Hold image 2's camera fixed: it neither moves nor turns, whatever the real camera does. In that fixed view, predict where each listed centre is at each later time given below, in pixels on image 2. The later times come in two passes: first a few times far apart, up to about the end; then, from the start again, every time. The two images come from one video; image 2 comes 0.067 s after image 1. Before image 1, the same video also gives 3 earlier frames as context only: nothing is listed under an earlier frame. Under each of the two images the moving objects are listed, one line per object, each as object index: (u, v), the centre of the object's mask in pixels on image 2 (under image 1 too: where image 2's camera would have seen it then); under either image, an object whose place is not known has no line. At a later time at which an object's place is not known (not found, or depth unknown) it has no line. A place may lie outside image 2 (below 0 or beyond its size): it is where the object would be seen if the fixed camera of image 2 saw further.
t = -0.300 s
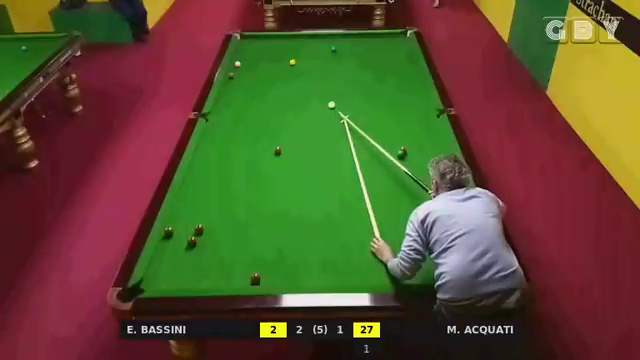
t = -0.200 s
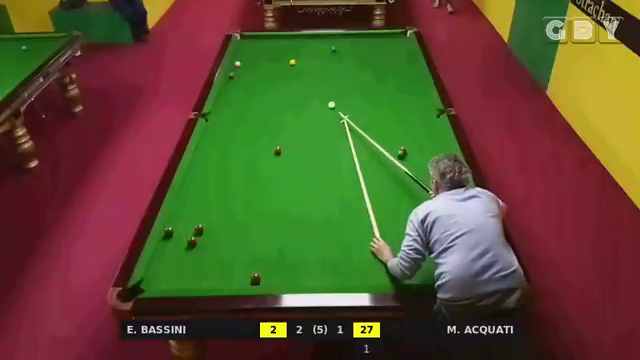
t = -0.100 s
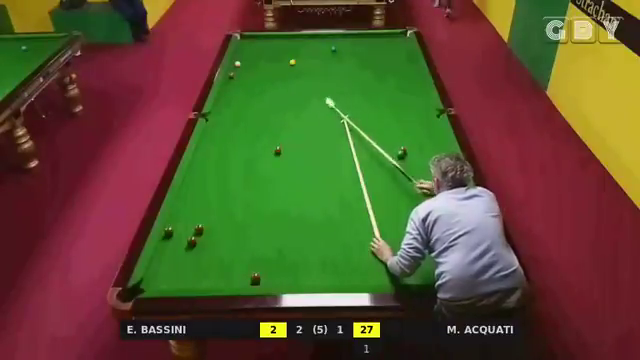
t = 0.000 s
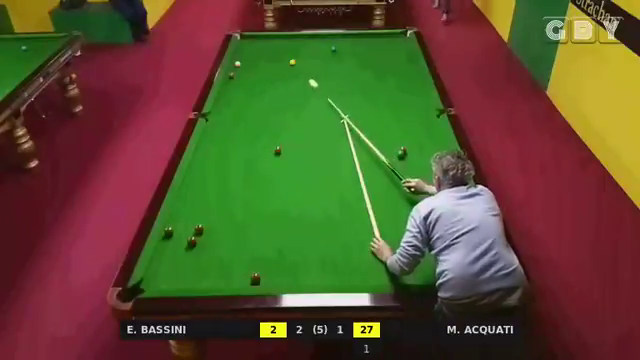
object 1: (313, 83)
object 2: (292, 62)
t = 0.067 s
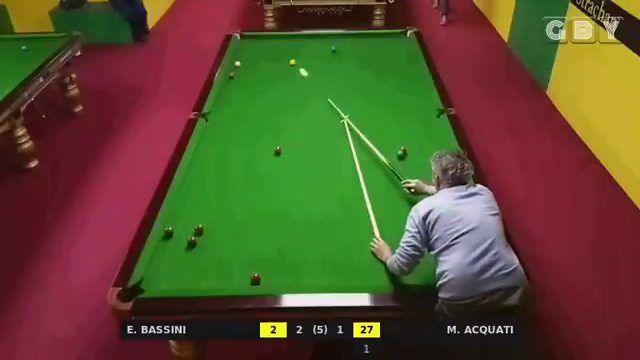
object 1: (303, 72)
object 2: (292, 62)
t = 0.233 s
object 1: (302, 60)
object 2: (273, 51)
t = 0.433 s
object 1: (311, 55)
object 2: (245, 36)
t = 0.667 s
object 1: (320, 49)
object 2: (261, 39)
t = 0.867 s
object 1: (327, 44)
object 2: (281, 40)
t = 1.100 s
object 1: (335, 39)
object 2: (305, 42)
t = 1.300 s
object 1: (341, 35)
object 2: (324, 43)
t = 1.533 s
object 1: (347, 37)
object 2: (347, 44)
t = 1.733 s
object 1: (352, 39)
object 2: (367, 45)
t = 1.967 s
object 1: (357, 41)
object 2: (390, 47)
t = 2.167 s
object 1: (361, 43)
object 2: (409, 48)
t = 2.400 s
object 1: (366, 46)
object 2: (397, 49)
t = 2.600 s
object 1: (370, 48)
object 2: (386, 50)
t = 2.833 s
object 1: (371, 49)
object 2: (378, 51)
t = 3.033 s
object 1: (366, 50)
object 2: (377, 53)
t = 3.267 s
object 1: (361, 50)
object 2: (376, 55)
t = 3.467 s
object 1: (358, 51)
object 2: (375, 57)
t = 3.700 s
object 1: (354, 50)
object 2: (374, 59)
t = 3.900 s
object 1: (351, 51)
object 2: (373, 60)
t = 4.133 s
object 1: (349, 51)
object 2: (373, 62)
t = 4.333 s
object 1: (347, 51)
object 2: (372, 63)
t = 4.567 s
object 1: (346, 52)
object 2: (372, 64)
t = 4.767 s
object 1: (345, 52)
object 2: (372, 65)
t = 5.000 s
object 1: (345, 52)
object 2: (371, 65)
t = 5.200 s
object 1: (345, 52)
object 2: (371, 66)
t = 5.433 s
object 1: (345, 51)
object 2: (371, 66)
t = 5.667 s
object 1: (345, 51)
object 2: (371, 66)
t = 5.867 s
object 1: (345, 51)
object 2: (371, 66)
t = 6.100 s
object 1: (345, 51)
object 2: (371, 66)
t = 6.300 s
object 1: (345, 51)
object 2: (371, 66)
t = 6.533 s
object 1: (345, 51)
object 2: (371, 66)
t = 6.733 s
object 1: (345, 51)
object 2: (371, 66)
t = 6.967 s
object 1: (345, 51)
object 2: (371, 66)
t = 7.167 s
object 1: (345, 52)
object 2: (371, 66)
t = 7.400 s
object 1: (345, 52)
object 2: (371, 66)
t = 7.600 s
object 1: (345, 52)
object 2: (371, 66)
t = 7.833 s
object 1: (345, 52)
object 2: (371, 66)
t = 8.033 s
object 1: (345, 52)
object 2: (371, 66)
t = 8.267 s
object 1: (345, 52)
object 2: (371, 66)
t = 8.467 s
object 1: (345, 52)
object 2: (371, 66)
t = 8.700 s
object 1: (345, 52)
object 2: (371, 66)
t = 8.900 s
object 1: (345, 52)
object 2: (371, 66)
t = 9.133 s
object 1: (345, 52)
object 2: (371, 66)
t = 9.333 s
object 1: (345, 51)
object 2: (370, 66)
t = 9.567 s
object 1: (345, 51)
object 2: (371, 66)
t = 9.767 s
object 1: (345, 52)
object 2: (371, 66)
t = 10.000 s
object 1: (345, 52)
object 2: (371, 66)
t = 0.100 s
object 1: (299, 67)
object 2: (292, 62)
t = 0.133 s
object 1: (296, 63)
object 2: (290, 60)
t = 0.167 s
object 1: (298, 62)
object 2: (284, 57)
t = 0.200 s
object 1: (300, 61)
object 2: (278, 54)
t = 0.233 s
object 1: (302, 60)
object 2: (273, 51)
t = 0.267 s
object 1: (303, 59)
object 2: (268, 48)
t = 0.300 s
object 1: (305, 58)
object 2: (263, 45)
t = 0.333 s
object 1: (306, 57)
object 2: (258, 43)
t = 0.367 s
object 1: (308, 56)
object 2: (253, 40)
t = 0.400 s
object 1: (309, 56)
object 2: (249, 38)
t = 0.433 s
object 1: (311, 55)
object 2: (245, 36)
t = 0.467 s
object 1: (312, 54)
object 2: (241, 37)
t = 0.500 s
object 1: (313, 53)
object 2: (243, 37)
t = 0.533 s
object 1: (315, 52)
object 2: (247, 37)
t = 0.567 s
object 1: (316, 51)
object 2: (251, 38)
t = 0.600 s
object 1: (317, 51)
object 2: (254, 38)
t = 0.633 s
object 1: (319, 49)
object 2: (257, 38)
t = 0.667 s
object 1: (320, 49)
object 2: (261, 39)
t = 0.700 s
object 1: (321, 48)
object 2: (264, 39)
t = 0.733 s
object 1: (322, 47)
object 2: (267, 40)
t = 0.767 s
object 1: (324, 46)
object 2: (271, 39)
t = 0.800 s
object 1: (325, 45)
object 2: (274, 40)
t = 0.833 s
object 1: (326, 45)
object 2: (278, 40)
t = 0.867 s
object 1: (327, 44)
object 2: (281, 40)
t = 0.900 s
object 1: (329, 43)
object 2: (284, 40)
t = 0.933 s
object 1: (330, 42)
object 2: (288, 40)
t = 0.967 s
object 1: (331, 41)
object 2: (291, 41)
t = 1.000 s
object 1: (332, 41)
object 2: (294, 41)
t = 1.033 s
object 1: (333, 40)
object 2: (298, 41)
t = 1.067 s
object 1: (334, 40)
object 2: (301, 41)
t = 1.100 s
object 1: (335, 39)
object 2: (305, 42)
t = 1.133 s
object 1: (336, 38)
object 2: (308, 42)
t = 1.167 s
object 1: (337, 38)
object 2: (311, 42)
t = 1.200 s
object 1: (339, 37)
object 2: (315, 43)
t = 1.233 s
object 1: (340, 36)
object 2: (318, 43)
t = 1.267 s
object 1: (341, 35)
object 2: (321, 43)
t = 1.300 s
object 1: (341, 35)
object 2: (324, 43)
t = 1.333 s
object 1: (343, 35)
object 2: (328, 43)
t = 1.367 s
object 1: (343, 35)
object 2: (331, 44)
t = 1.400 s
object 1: (344, 35)
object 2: (334, 43)
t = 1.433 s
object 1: (345, 35)
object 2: (338, 44)
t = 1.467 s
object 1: (346, 36)
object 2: (341, 44)
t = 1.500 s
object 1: (347, 36)
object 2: (344, 44)
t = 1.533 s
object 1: (347, 37)
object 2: (347, 44)
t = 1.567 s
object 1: (348, 37)
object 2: (351, 45)
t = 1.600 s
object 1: (349, 37)
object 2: (354, 44)
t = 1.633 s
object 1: (350, 38)
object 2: (357, 44)
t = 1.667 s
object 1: (350, 38)
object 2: (360, 45)
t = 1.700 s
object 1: (351, 38)
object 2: (364, 45)
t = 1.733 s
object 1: (352, 39)
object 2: (367, 45)
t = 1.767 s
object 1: (353, 39)
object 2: (370, 46)
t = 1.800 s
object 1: (354, 40)
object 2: (373, 46)
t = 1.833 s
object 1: (355, 40)
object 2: (377, 46)
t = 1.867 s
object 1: (355, 40)
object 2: (380, 46)
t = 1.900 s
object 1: (356, 41)
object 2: (383, 46)
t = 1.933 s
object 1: (357, 41)
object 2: (386, 47)
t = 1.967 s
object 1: (357, 41)
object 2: (390, 47)
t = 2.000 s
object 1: (358, 42)
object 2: (393, 47)
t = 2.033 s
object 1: (359, 42)
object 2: (396, 47)
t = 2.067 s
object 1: (359, 43)
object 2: (399, 47)
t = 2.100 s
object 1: (360, 43)
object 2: (402, 47)
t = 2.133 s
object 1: (361, 43)
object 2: (406, 48)
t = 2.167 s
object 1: (361, 43)
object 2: (409, 48)
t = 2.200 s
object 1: (362, 44)
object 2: (409, 48)
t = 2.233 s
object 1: (363, 44)
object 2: (406, 48)
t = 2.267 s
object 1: (364, 45)
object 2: (404, 48)
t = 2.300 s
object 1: (364, 45)
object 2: (402, 48)
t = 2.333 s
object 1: (365, 45)
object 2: (401, 49)
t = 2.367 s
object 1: (366, 46)
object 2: (399, 49)
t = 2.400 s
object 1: (366, 46)
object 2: (397, 49)
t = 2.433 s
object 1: (367, 46)
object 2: (395, 49)
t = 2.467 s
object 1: (368, 47)
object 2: (393, 49)
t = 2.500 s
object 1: (368, 47)
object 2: (392, 49)
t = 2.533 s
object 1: (369, 47)
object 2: (390, 49)
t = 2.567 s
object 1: (369, 47)
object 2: (388, 50)
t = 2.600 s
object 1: (370, 48)
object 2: (386, 50)
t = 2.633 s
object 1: (370, 48)
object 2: (385, 50)
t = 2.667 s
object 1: (371, 49)
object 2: (383, 50)
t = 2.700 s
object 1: (372, 49)
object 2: (381, 50)
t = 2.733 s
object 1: (372, 49)
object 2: (380, 50)
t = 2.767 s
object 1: (373, 49)
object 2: (378, 51)
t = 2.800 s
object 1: (372, 49)
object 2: (378, 51)
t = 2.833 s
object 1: (371, 49)
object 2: (378, 51)
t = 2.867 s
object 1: (370, 49)
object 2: (378, 52)
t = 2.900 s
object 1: (369, 50)
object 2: (378, 52)
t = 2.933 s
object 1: (368, 50)
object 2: (377, 52)
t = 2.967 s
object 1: (368, 50)
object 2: (377, 53)
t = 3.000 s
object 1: (367, 50)
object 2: (377, 53)
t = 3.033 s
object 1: (366, 50)
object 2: (377, 53)
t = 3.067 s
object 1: (365, 50)
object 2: (377, 54)
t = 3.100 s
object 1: (365, 50)
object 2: (377, 54)
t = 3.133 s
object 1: (364, 50)
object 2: (377, 54)
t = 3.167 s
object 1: (363, 50)
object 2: (376, 55)
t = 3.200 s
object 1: (363, 50)
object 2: (376, 55)
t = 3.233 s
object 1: (362, 50)
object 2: (376, 55)
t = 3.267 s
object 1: (361, 50)
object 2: (376, 55)
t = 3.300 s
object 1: (361, 50)
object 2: (376, 56)
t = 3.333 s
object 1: (360, 50)
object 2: (376, 56)
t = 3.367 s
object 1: (359, 50)
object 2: (375, 56)
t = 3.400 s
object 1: (359, 50)
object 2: (375, 56)
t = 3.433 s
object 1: (358, 51)
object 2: (375, 57)
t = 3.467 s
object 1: (358, 51)
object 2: (375, 57)
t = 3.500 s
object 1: (357, 50)
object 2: (375, 57)
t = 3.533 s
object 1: (357, 51)
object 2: (375, 58)
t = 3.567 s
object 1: (356, 50)
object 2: (375, 58)
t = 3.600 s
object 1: (356, 50)
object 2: (375, 58)
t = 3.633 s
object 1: (355, 50)
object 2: (374, 58)
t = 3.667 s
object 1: (355, 51)
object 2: (374, 59)
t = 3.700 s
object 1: (354, 50)
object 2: (374, 59)
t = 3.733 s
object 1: (353, 51)
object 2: (374, 59)
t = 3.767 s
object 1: (353, 51)
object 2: (374, 60)
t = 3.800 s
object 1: (352, 51)
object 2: (374, 60)
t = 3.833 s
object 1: (352, 51)
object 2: (374, 60)
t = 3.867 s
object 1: (351, 51)
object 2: (374, 60)
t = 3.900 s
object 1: (351, 51)
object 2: (373, 60)
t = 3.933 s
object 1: (351, 51)
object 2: (373, 60)
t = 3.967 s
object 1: (350, 51)
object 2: (373, 61)
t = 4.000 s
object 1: (350, 51)
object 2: (373, 61)
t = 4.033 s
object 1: (350, 51)
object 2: (373, 61)
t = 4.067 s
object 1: (350, 51)
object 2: (373, 61)
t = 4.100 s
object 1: (349, 51)
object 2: (373, 62)
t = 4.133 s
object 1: (349, 51)
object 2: (373, 62)
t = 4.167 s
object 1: (349, 51)
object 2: (373, 62)
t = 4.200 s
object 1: (348, 51)
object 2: (373, 62)
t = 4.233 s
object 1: (348, 51)
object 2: (373, 62)
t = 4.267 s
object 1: (348, 51)
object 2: (373, 62)
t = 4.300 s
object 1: (347, 51)
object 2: (372, 62)
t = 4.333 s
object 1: (347, 51)
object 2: (372, 63)
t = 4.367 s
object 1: (347, 51)
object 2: (372, 63)
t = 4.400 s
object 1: (347, 51)
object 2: (372, 64)
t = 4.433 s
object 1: (346, 51)
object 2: (372, 64)
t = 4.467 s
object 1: (346, 51)
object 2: (372, 64)
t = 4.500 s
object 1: (346, 52)
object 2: (372, 64)
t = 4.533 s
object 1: (346, 51)
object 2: (372, 64)
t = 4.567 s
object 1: (346, 52)
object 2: (372, 64)
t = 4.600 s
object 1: (346, 52)
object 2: (372, 64)
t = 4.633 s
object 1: (345, 51)
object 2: (372, 64)
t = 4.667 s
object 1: (345, 51)
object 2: (372, 65)
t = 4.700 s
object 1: (345, 51)
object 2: (372, 65)
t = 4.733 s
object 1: (345, 52)
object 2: (372, 65)
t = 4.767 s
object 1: (345, 52)
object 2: (372, 65)
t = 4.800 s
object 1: (345, 52)
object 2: (372, 65)
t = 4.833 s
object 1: (345, 52)
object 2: (371, 65)
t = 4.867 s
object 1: (345, 52)
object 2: (371, 65)
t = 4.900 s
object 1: (345, 52)
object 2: (371, 65)
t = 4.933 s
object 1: (345, 52)
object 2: (371, 65)
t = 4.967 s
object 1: (345, 52)
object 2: (371, 65)
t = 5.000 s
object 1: (345, 52)
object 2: (371, 65)
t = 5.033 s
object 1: (345, 52)
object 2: (371, 65)
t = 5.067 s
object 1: (345, 52)
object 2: (371, 66)
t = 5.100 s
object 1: (345, 52)
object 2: (371, 66)
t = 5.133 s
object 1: (345, 52)
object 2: (371, 66)
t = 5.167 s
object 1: (345, 52)
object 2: (371, 66)
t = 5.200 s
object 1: (345, 52)
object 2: (371, 66)
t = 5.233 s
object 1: (345, 52)
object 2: (371, 66)
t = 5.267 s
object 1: (345, 52)
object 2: (371, 66)
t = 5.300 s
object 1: (345, 52)
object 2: (371, 66)
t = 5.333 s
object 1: (345, 51)
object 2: (371, 66)
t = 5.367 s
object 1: (345, 51)
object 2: (371, 66)
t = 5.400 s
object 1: (345, 52)
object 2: (371, 66)
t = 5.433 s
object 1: (345, 51)
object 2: (371, 66)
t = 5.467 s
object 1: (345, 51)
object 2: (371, 66)
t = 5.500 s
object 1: (345, 51)
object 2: (371, 66)
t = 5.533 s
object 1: (345, 51)
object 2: (371, 66)
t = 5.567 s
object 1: (345, 51)
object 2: (371, 66)
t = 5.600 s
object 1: (345, 51)
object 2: (371, 66)
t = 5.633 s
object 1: (345, 51)
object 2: (371, 66)
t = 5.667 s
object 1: (345, 51)
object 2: (371, 66)
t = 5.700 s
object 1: (345, 51)
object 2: (371, 66)
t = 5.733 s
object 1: (345, 51)
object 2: (371, 66)
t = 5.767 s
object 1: (345, 51)
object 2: (371, 66)
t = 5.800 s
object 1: (345, 51)
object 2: (371, 66)
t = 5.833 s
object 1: (345, 51)
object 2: (371, 66)
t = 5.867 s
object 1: (345, 51)
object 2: (371, 66)
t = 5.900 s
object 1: (345, 51)
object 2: (371, 66)
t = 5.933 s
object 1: (345, 51)
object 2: (371, 66)
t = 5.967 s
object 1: (345, 51)
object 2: (371, 66)
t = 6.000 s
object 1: (345, 51)
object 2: (371, 66)
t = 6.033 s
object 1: (345, 52)
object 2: (371, 66)
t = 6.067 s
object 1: (345, 51)
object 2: (371, 66)
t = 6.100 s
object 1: (345, 51)
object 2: (371, 66)
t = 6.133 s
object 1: (345, 51)
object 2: (371, 66)
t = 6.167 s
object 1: (345, 52)
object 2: (371, 66)
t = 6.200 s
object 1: (345, 51)
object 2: (371, 66)
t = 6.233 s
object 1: (345, 51)
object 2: (371, 66)
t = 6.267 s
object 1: (345, 51)
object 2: (371, 66)
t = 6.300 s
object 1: (345, 51)
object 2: (371, 66)
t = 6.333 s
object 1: (345, 51)
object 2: (371, 66)
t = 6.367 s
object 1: (345, 51)
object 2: (371, 66)
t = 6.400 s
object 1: (345, 51)
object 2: (371, 66)
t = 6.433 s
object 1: (345, 51)
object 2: (371, 66)
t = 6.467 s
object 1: (345, 51)
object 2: (371, 66)
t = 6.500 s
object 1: (345, 51)
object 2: (371, 66)
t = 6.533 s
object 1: (345, 51)
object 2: (371, 66)
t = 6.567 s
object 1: (345, 51)
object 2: (371, 66)
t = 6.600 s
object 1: (345, 51)
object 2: (371, 66)
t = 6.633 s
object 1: (345, 51)
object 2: (371, 66)
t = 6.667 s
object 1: (345, 51)
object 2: (371, 66)
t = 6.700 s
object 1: (345, 51)
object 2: (371, 66)
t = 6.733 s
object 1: (345, 51)
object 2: (371, 66)
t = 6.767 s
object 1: (345, 51)
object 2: (371, 66)
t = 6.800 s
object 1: (345, 51)
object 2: (371, 66)
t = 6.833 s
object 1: (345, 51)
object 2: (371, 66)
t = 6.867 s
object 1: (345, 51)
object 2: (371, 66)
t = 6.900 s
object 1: (345, 51)
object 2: (371, 66)
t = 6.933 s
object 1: (345, 51)
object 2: (371, 66)
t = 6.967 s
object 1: (345, 51)
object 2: (371, 66)
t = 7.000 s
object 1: (345, 52)
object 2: (371, 66)
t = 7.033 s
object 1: (345, 52)
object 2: (371, 66)
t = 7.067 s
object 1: (345, 52)
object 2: (371, 66)
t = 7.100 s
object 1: (345, 52)
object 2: (371, 66)
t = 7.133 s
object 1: (345, 52)
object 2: (371, 66)
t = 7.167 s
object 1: (345, 52)
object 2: (371, 66)
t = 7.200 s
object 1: (345, 52)
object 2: (371, 66)
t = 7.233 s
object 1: (345, 52)
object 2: (371, 66)
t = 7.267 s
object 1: (345, 52)
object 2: (371, 66)
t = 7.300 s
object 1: (345, 52)
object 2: (371, 66)
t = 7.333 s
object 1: (345, 52)
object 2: (371, 66)
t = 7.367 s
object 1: (345, 52)
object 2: (371, 66)
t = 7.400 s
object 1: (345, 52)
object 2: (371, 66)
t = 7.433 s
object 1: (345, 52)
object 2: (371, 66)
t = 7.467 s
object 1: (345, 52)
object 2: (371, 66)
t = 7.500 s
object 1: (345, 52)
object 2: (371, 66)
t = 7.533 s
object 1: (345, 52)
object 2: (371, 66)
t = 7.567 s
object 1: (345, 52)
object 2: (371, 66)
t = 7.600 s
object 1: (345, 52)
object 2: (371, 66)
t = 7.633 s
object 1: (345, 52)
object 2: (371, 66)
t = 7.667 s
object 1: (345, 52)
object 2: (371, 66)
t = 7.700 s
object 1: (345, 52)
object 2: (371, 66)
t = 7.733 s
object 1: (345, 52)
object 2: (371, 66)
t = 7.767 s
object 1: (345, 52)
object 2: (371, 66)
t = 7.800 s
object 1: (345, 52)
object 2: (371, 66)
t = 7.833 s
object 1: (345, 52)
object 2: (371, 66)
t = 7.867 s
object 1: (345, 52)
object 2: (371, 66)
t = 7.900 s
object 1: (345, 52)
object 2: (371, 66)
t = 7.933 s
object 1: (345, 52)
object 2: (371, 66)
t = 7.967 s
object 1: (345, 52)
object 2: (371, 66)
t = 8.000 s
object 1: (345, 52)
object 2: (371, 66)
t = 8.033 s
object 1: (345, 52)
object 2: (371, 66)
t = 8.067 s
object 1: (345, 52)
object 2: (371, 66)
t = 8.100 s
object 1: (345, 52)
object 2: (371, 66)
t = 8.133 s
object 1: (345, 52)
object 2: (371, 66)
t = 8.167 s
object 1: (345, 52)
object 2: (371, 66)
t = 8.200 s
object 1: (345, 52)
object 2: (371, 66)
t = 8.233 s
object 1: (345, 52)
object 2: (371, 66)
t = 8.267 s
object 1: (345, 52)
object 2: (371, 66)
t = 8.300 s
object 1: (345, 52)
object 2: (371, 66)
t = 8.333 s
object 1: (345, 52)
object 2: (371, 66)
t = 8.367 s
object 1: (345, 52)
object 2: (371, 66)
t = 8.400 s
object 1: (345, 52)
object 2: (371, 66)
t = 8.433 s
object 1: (345, 52)
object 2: (371, 66)
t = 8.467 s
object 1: (345, 52)
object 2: (371, 66)
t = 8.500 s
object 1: (345, 52)
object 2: (371, 66)
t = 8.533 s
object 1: (345, 52)
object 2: (371, 66)
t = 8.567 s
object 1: (345, 51)
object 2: (371, 66)
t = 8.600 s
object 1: (345, 52)
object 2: (371, 66)
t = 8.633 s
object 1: (345, 52)
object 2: (371, 66)
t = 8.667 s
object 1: (345, 52)
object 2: (371, 66)
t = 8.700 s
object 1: (345, 52)
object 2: (371, 66)
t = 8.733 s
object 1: (345, 52)
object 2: (371, 66)
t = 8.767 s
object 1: (345, 52)
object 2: (371, 66)
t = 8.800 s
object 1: (345, 52)
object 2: (371, 66)
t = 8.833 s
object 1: (345, 52)
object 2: (371, 66)
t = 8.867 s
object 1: (345, 52)
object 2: (371, 66)
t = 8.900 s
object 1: (345, 52)
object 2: (371, 66)
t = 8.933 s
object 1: (345, 52)
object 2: (371, 66)
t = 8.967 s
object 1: (345, 52)
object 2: (371, 66)
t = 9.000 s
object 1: (345, 52)
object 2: (371, 66)
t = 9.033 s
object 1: (345, 52)
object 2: (371, 66)
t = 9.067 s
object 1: (345, 52)
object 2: (371, 66)
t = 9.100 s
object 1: (345, 52)
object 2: (371, 66)
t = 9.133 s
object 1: (345, 52)
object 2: (371, 66)
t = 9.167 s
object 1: (345, 52)
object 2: (371, 66)
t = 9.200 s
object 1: (345, 52)
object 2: (371, 66)
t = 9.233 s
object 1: (345, 52)
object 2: (371, 66)
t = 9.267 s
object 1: (345, 52)
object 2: (371, 66)
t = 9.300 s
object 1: (345, 52)
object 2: (371, 66)
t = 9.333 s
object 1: (345, 51)
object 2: (370, 66)
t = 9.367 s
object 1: (345, 51)
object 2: (371, 66)
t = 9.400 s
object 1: (345, 51)
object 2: (371, 66)
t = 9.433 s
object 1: (345, 51)
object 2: (371, 66)
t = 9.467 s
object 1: (345, 52)
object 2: (371, 66)
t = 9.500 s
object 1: (345, 52)
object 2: (371, 66)
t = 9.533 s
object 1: (345, 51)
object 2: (371, 66)
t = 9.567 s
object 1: (345, 51)
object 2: (371, 66)
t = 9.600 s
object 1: (345, 51)
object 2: (371, 66)
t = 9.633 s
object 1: (345, 51)
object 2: (371, 66)
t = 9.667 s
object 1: (345, 52)
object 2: (371, 66)
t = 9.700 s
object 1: (345, 52)
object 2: (371, 66)
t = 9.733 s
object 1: (345, 52)
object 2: (371, 66)
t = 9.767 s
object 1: (345, 52)
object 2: (371, 66)
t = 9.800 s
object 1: (345, 52)
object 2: (371, 66)
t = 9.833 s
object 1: (345, 52)
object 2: (371, 66)
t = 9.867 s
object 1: (345, 52)
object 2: (371, 66)
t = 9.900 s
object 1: (345, 52)
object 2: (371, 66)
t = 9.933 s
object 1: (345, 52)
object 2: (371, 66)
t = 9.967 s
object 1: (345, 52)
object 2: (371, 66)
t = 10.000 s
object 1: (345, 52)
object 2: (371, 66)
